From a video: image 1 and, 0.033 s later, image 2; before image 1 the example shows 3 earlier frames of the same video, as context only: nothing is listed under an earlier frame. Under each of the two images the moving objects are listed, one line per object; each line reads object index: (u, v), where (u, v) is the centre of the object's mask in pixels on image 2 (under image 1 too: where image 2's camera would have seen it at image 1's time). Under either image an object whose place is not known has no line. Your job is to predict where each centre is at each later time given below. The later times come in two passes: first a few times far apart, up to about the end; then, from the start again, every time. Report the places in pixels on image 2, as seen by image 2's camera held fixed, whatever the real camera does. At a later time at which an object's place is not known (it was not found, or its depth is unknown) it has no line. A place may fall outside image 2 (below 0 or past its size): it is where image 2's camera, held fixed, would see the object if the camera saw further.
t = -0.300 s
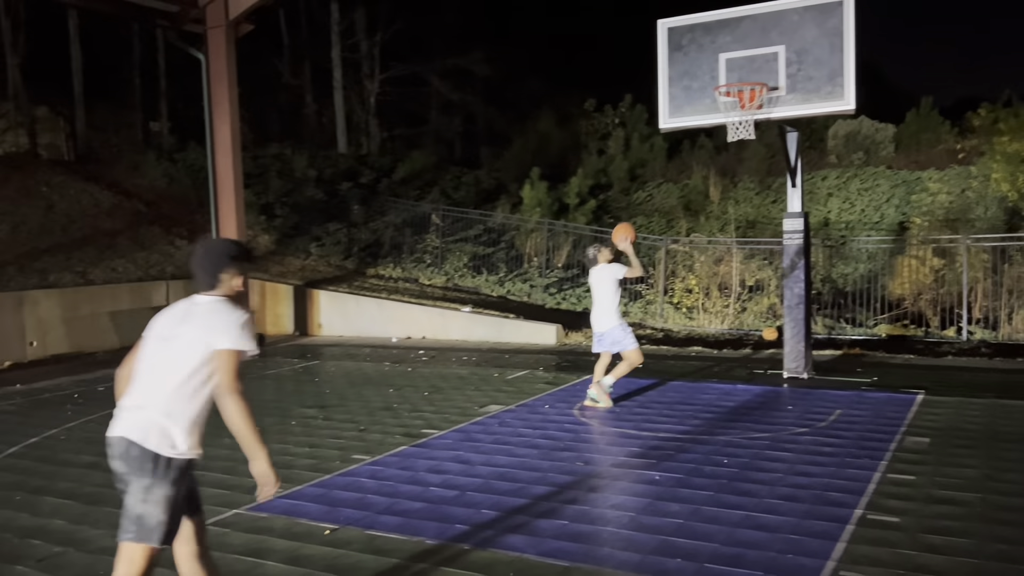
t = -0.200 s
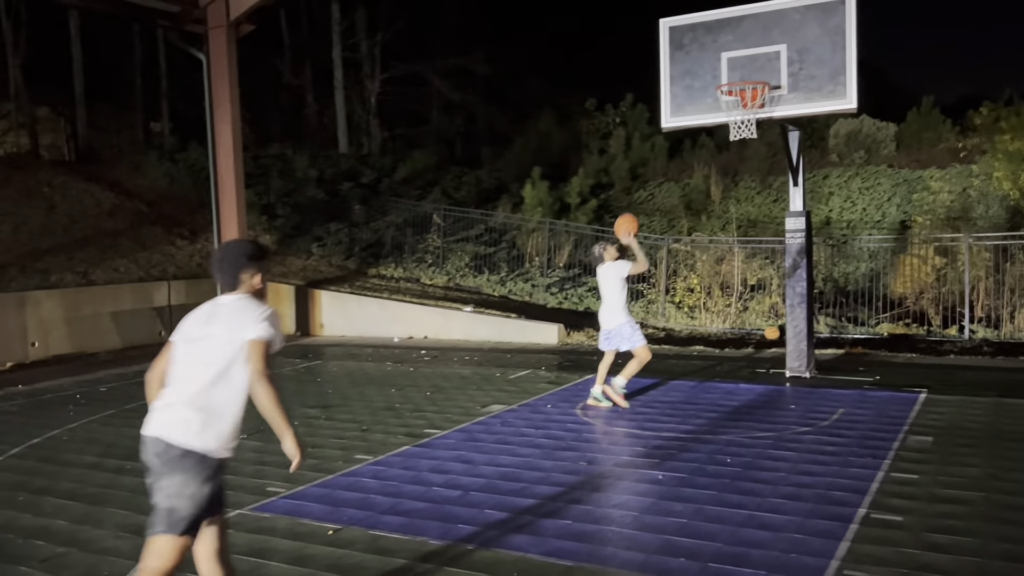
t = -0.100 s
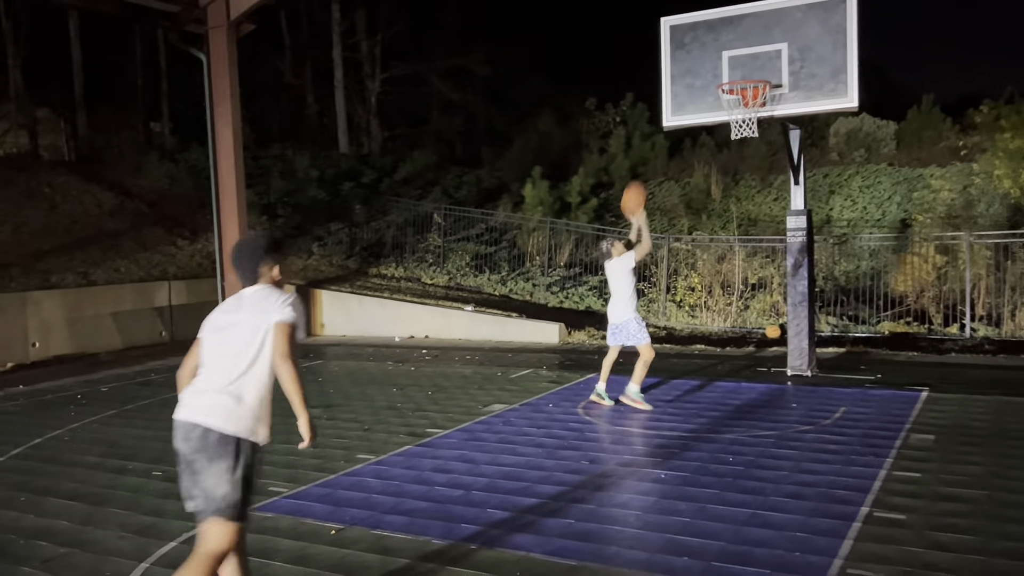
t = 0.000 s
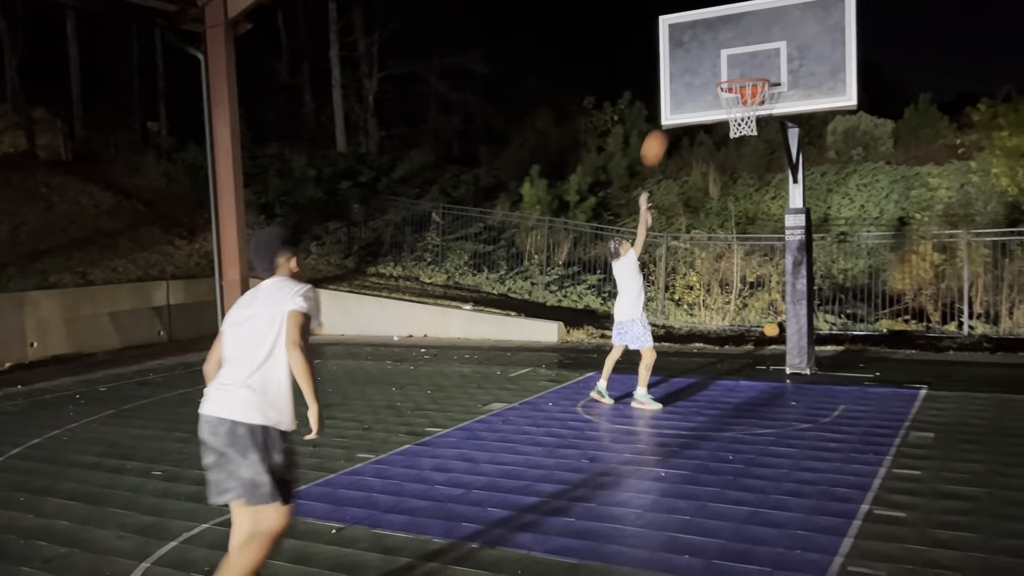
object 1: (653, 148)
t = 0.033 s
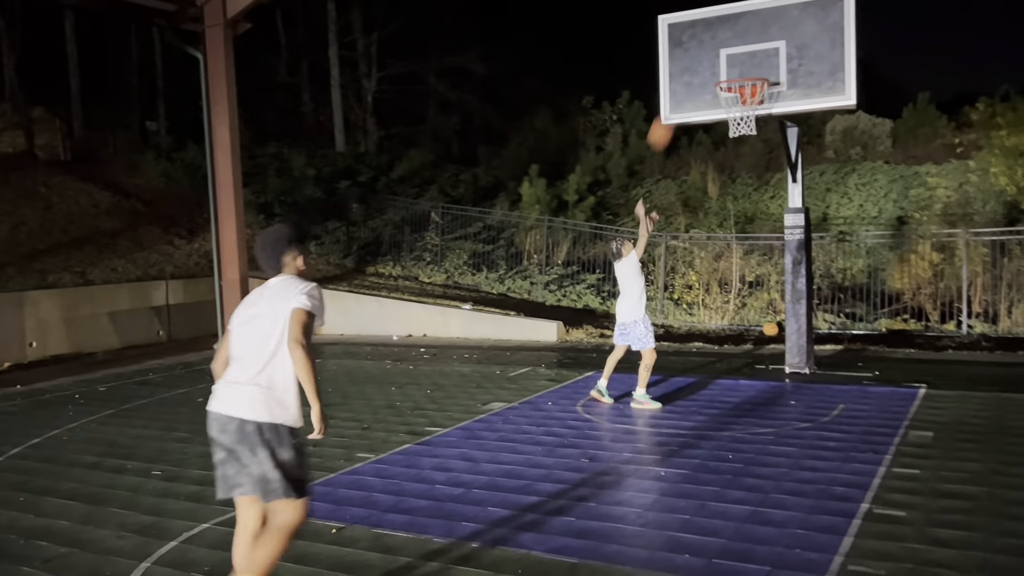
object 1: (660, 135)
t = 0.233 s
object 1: (709, 67)
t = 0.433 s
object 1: (736, 54)
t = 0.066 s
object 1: (667, 123)
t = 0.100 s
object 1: (678, 104)
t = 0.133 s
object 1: (685, 93)
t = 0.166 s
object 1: (693, 84)
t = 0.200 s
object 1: (701, 75)
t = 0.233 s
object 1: (709, 67)
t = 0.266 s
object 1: (716, 60)
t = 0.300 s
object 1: (723, 55)
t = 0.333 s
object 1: (727, 53)
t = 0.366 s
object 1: (730, 52)
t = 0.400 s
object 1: (733, 52)
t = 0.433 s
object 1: (736, 54)
